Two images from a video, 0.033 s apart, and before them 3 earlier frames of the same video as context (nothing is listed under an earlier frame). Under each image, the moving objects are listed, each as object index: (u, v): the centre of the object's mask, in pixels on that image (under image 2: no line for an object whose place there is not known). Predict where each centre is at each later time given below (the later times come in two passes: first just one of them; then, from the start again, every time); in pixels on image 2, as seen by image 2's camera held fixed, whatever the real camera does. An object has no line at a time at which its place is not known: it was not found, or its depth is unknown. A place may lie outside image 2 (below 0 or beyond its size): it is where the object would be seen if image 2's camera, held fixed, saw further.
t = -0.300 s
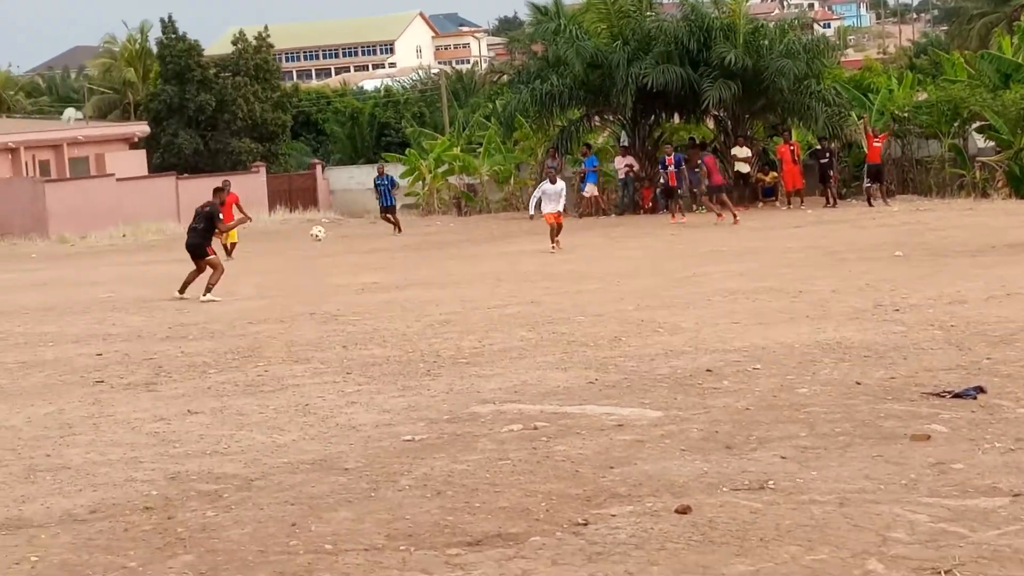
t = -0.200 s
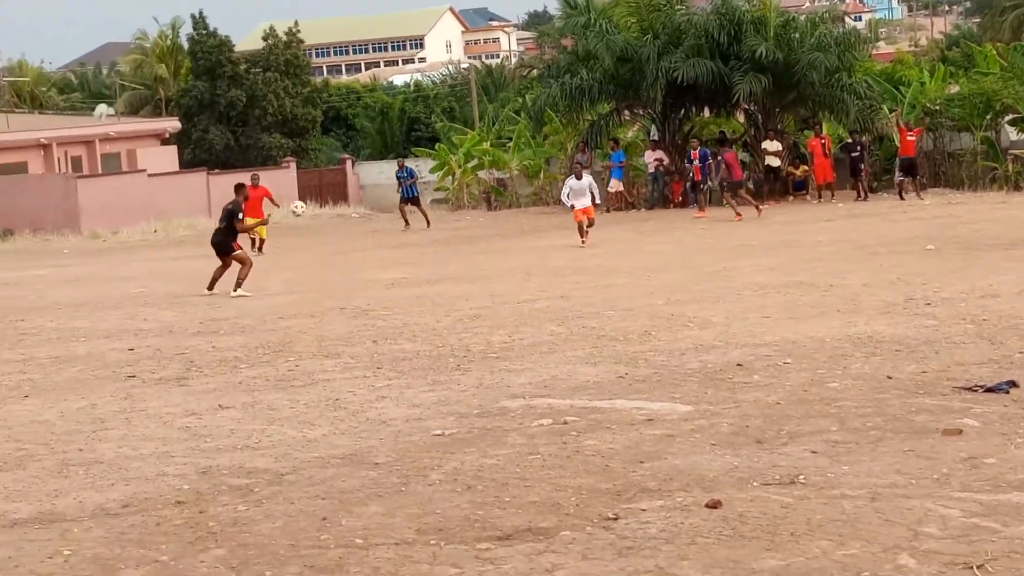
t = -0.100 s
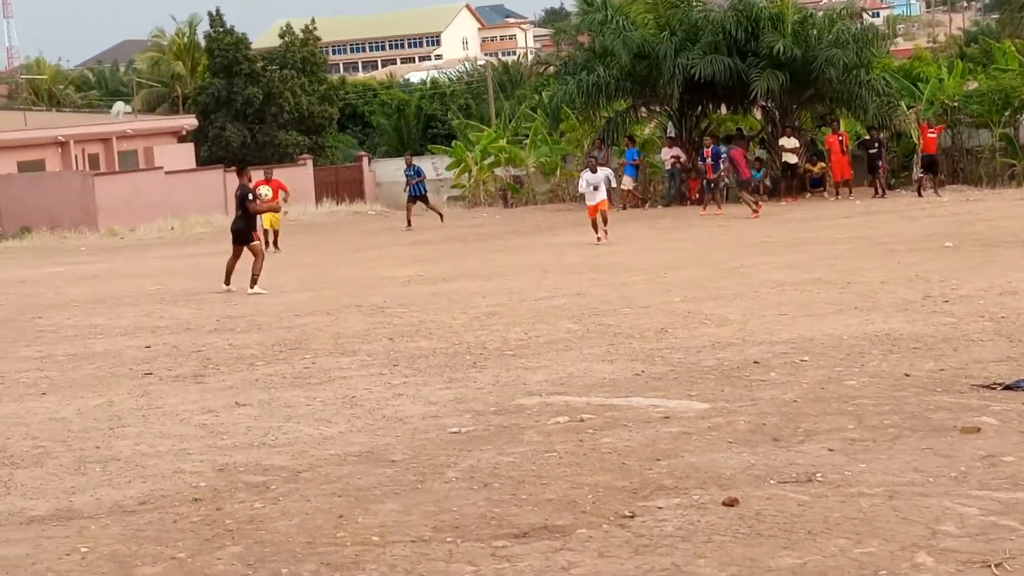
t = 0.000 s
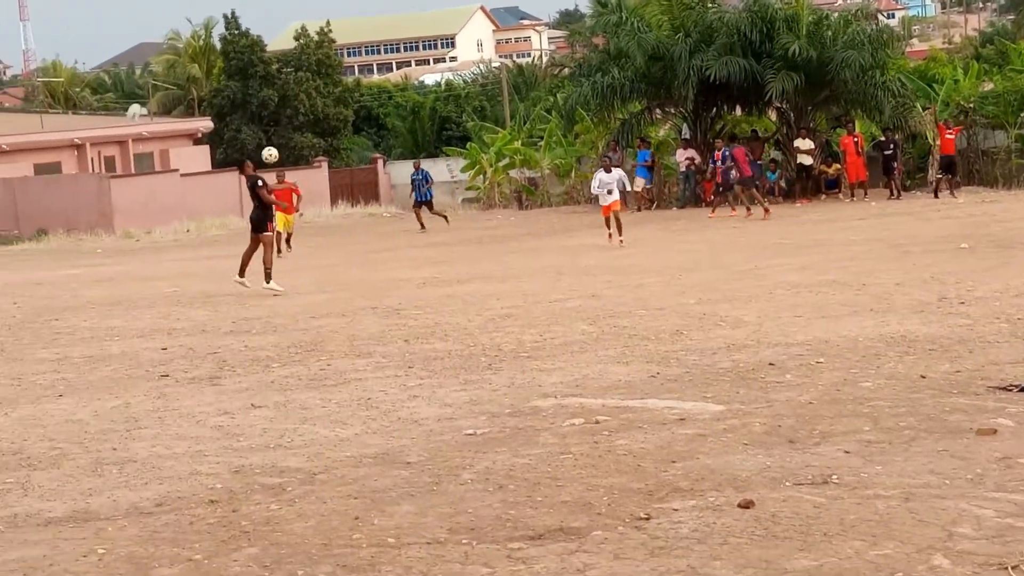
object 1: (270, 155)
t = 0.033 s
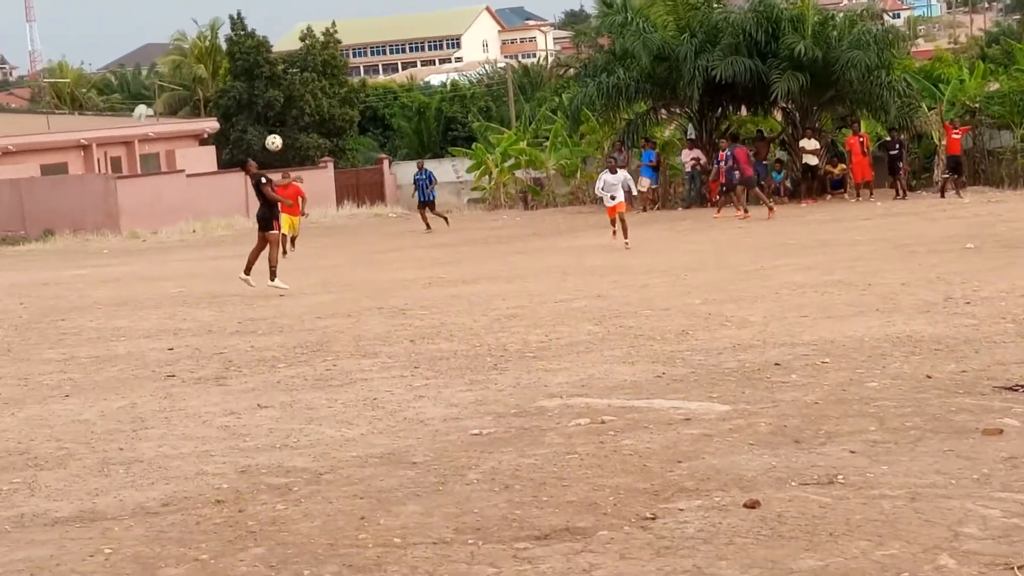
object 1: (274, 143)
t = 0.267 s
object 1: (262, 76)
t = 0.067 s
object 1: (272, 131)
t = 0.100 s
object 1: (270, 120)
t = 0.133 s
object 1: (268, 109)
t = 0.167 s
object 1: (266, 100)
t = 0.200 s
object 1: (265, 92)
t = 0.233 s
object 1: (263, 83)
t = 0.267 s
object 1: (262, 76)
